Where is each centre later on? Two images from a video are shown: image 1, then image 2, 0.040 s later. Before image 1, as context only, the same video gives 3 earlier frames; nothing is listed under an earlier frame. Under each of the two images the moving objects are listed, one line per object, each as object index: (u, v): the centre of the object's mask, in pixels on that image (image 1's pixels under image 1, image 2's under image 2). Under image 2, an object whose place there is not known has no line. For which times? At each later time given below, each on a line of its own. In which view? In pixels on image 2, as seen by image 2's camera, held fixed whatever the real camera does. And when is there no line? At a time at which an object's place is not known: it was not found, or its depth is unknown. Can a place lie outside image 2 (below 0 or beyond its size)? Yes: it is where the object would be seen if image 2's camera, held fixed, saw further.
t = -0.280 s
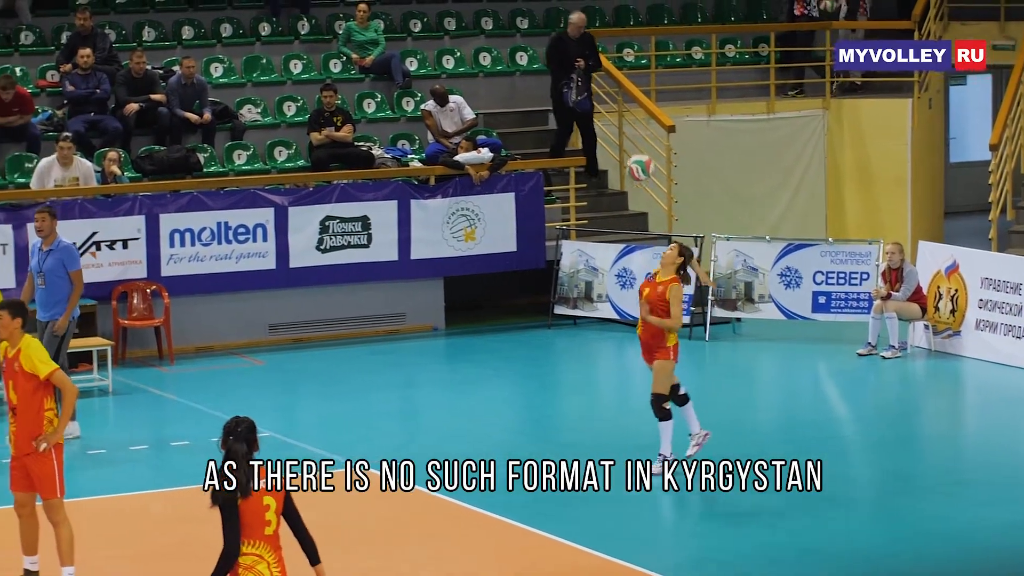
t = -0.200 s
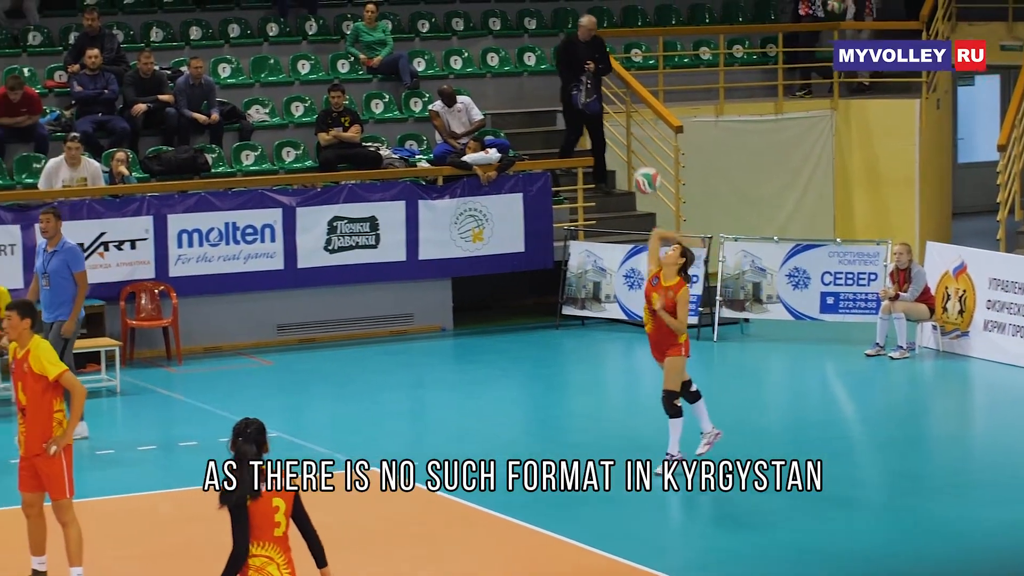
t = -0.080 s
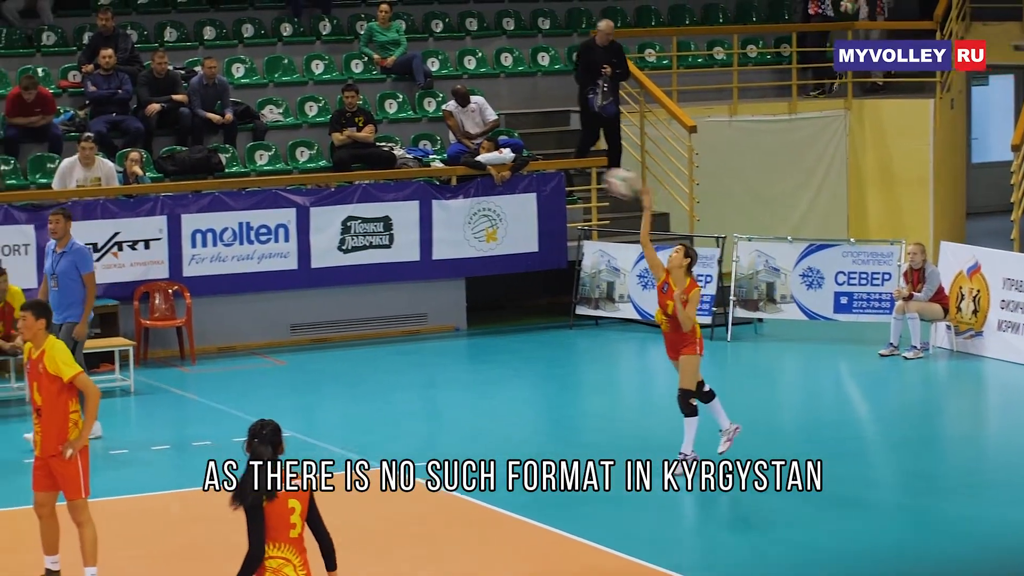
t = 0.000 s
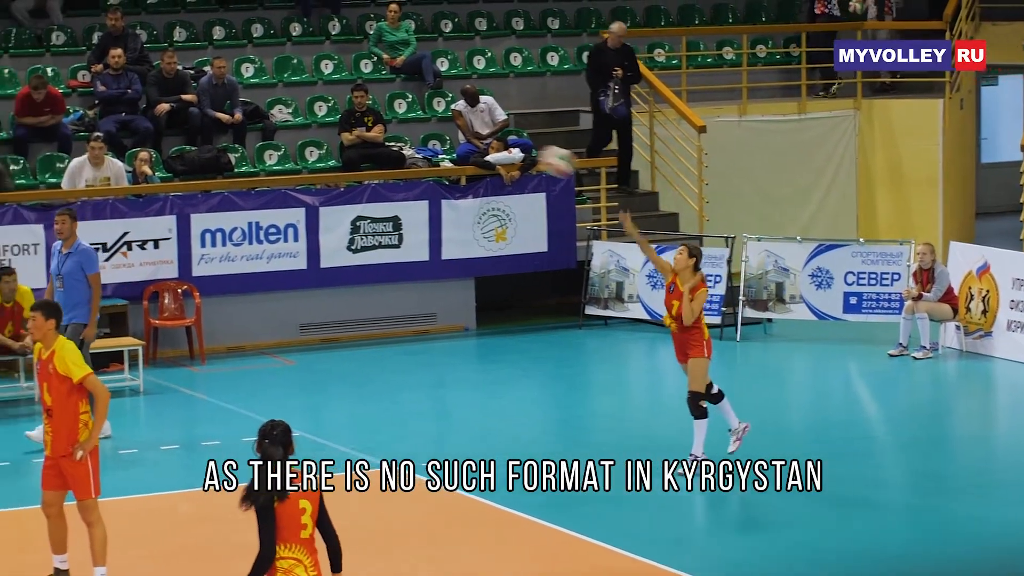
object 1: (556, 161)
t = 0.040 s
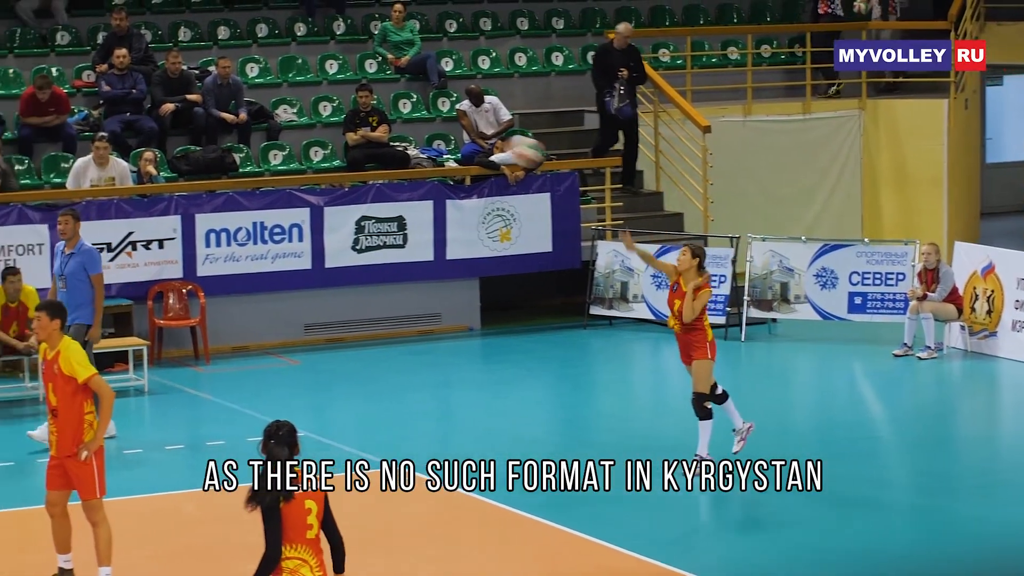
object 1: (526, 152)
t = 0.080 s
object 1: (488, 141)
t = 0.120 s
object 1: (447, 132)
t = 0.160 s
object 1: (409, 123)
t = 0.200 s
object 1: (369, 115)
